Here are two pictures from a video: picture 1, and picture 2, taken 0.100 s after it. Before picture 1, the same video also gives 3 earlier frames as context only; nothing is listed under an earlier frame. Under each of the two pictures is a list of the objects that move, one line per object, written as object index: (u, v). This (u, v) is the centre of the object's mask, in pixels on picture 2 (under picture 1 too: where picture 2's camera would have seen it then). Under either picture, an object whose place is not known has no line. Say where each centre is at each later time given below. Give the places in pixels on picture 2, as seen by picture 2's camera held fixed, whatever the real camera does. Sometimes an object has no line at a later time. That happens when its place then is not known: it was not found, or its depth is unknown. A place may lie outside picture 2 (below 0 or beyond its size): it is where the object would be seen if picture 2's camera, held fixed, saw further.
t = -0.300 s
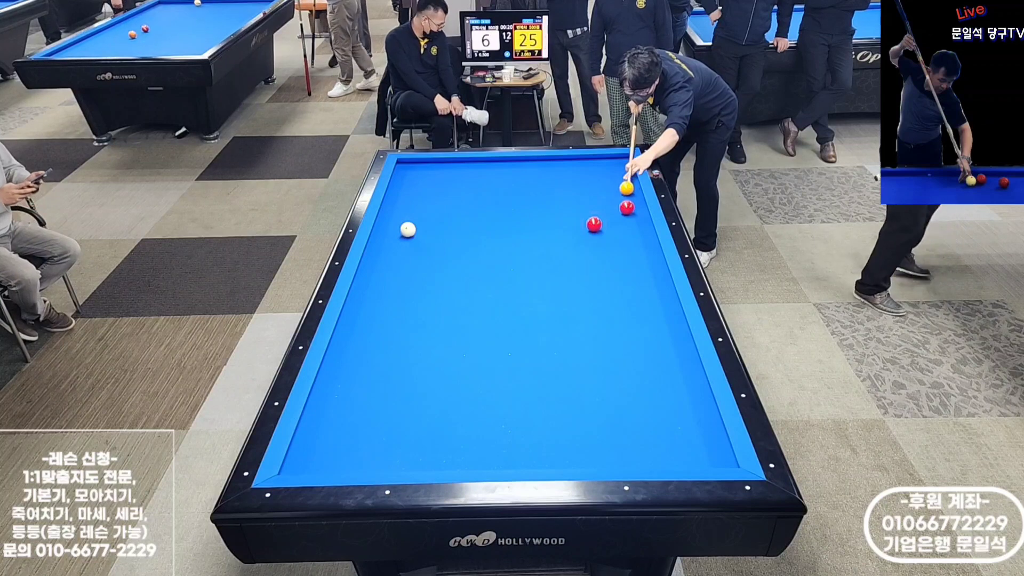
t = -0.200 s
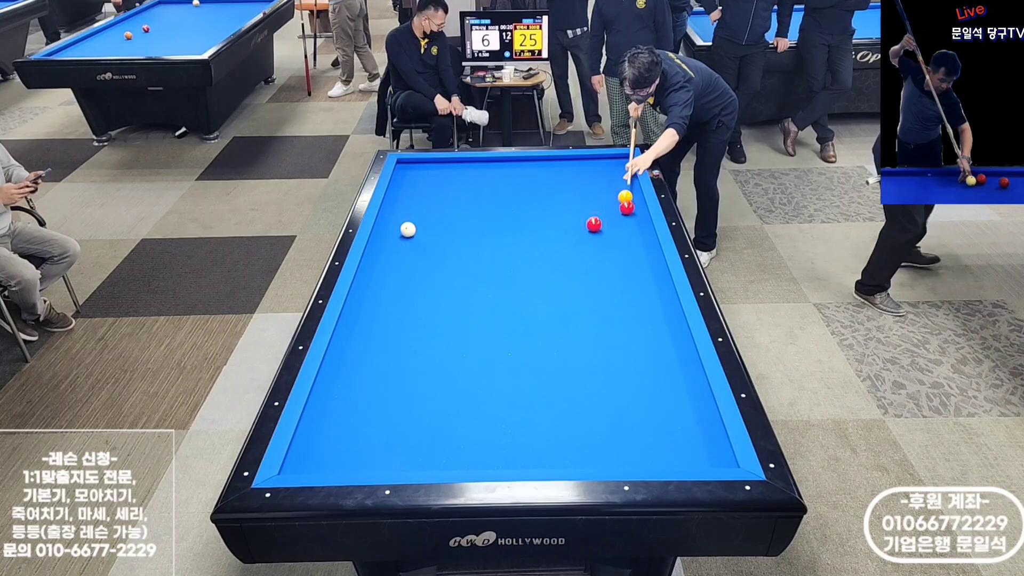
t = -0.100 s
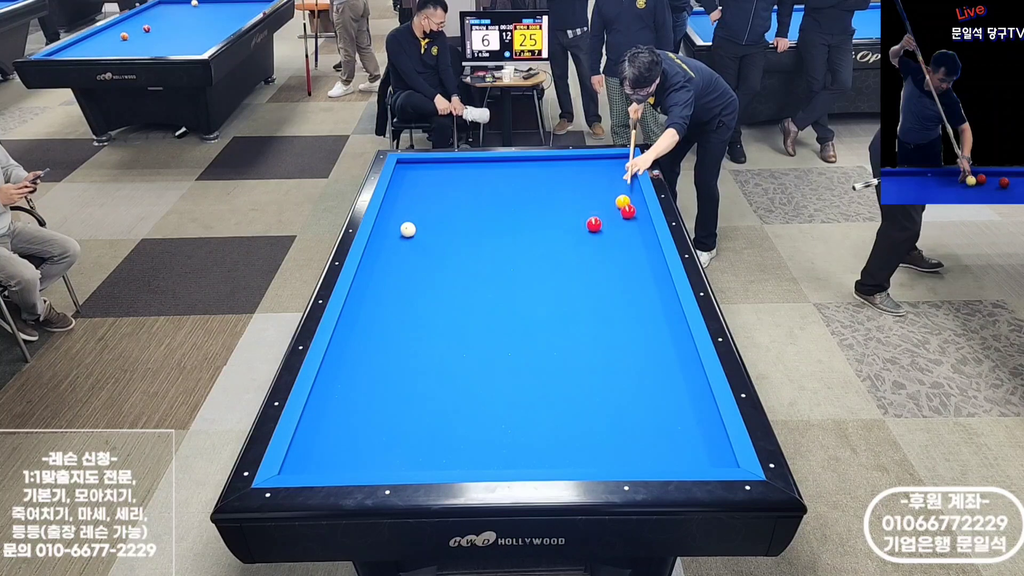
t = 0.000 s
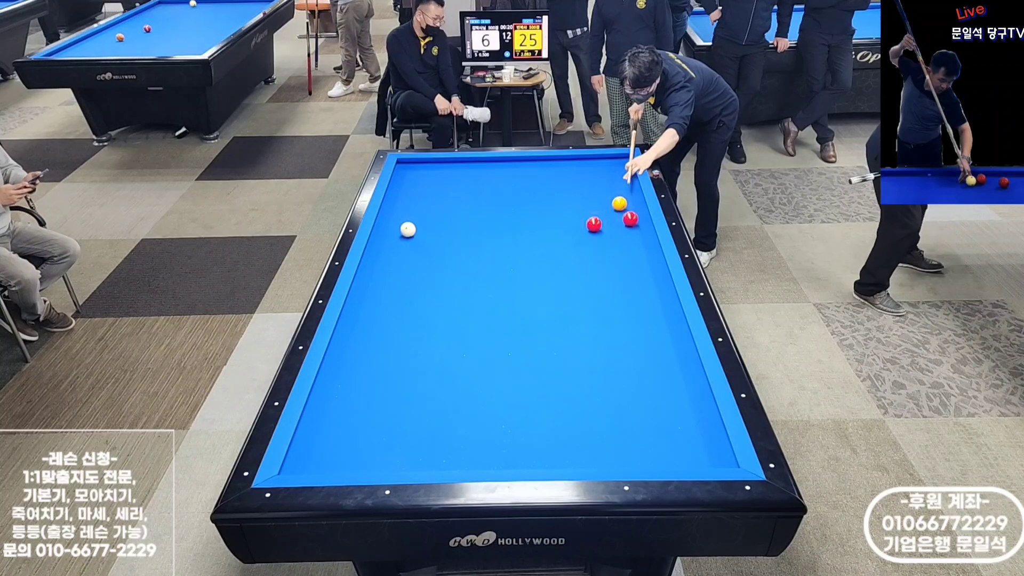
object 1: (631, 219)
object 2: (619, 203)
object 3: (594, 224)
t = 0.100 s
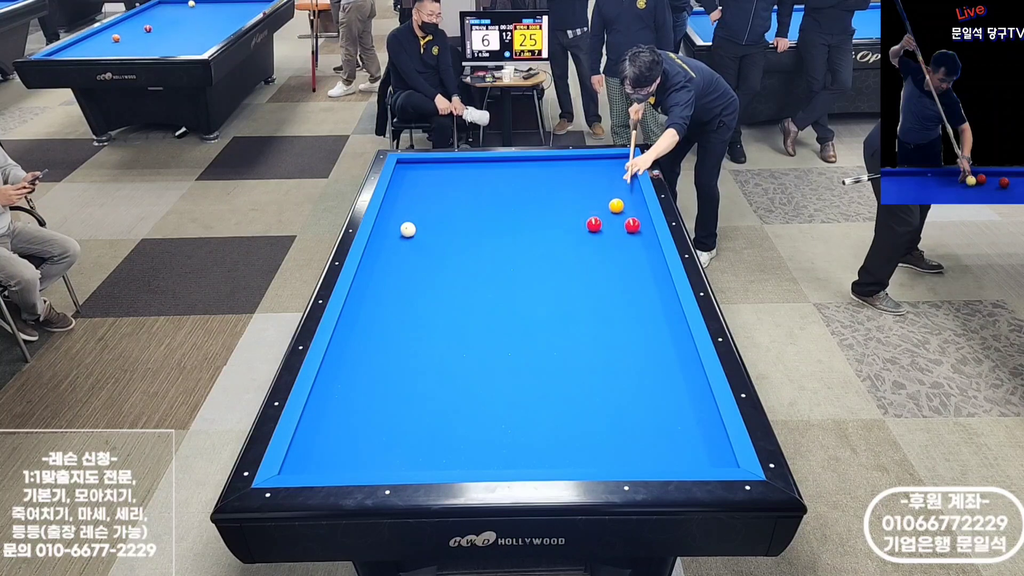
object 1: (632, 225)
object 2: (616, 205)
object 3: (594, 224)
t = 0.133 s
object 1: (633, 227)
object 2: (615, 206)
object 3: (594, 224)
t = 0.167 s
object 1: (634, 229)
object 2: (614, 207)
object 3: (594, 224)
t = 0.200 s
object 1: (634, 231)
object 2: (613, 208)
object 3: (594, 224)
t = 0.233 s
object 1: (635, 233)
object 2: (612, 209)
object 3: (594, 224)
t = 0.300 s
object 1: (636, 238)
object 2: (610, 210)
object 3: (594, 224)
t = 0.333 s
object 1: (637, 240)
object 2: (609, 211)
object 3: (594, 224)
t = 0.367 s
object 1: (638, 242)
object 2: (608, 212)
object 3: (594, 224)
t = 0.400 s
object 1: (638, 244)
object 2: (607, 212)
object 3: (594, 224)
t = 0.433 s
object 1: (639, 247)
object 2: (606, 213)
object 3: (594, 224)
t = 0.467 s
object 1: (639, 249)
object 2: (605, 214)
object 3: (594, 224)
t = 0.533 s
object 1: (641, 254)
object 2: (603, 215)
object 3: (594, 224)
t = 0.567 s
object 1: (642, 256)
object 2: (602, 215)
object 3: (594, 224)
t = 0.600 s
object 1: (642, 258)
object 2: (601, 216)
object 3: (594, 224)
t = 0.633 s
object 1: (643, 261)
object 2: (601, 216)
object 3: (594, 224)
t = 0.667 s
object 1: (644, 263)
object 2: (600, 217)
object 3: (593, 225)
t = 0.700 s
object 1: (645, 265)
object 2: (599, 217)
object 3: (593, 225)
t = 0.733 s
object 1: (645, 268)
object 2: (599, 217)
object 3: (592, 226)
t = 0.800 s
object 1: (647, 273)
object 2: (598, 218)
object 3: (591, 227)
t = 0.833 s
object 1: (648, 275)
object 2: (598, 218)
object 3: (590, 227)
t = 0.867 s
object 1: (648, 278)
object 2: (597, 218)
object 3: (590, 228)
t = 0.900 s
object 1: (649, 280)
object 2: (597, 219)
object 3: (589, 228)
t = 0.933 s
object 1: (650, 283)
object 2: (596, 219)
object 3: (589, 229)
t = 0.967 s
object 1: (651, 285)
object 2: (596, 219)
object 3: (588, 229)
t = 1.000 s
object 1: (652, 288)
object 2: (595, 219)
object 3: (588, 230)
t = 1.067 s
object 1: (653, 293)
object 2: (595, 220)
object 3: (587, 231)
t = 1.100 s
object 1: (654, 296)
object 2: (594, 220)
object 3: (586, 231)
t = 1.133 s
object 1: (655, 299)
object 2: (594, 220)
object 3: (586, 232)
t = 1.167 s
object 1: (656, 301)
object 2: (594, 220)
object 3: (585, 232)
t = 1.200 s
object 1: (657, 304)
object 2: (593, 221)
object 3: (585, 233)
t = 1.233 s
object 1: (658, 307)
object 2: (593, 221)
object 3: (584, 233)
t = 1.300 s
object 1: (660, 312)
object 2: (592, 221)
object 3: (583, 234)
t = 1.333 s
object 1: (661, 315)
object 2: (592, 221)
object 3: (582, 235)
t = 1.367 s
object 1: (661, 318)
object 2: (592, 221)
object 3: (582, 235)
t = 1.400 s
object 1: (663, 321)
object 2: (592, 221)
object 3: (581, 236)
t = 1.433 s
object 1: (664, 324)
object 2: (591, 222)
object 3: (581, 236)
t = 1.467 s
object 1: (665, 327)
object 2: (591, 222)
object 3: (580, 237)
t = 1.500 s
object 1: (665, 330)
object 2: (591, 222)
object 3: (580, 237)
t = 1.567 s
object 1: (667, 336)
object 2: (590, 222)
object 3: (579, 238)
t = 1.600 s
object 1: (668, 339)
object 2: (590, 222)
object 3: (578, 238)
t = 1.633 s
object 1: (670, 342)
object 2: (590, 222)
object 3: (578, 239)
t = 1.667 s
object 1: (670, 345)
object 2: (590, 222)
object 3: (578, 239)
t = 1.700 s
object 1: (672, 349)
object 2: (590, 222)
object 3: (577, 240)
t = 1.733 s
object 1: (673, 352)
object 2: (589, 222)
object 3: (577, 240)
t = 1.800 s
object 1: (675, 358)
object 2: (589, 223)
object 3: (576, 241)
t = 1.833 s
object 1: (676, 361)
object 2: (589, 223)
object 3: (575, 241)
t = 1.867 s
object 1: (677, 365)
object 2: (589, 223)
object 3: (575, 242)
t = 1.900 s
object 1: (678, 368)
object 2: (589, 223)
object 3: (574, 242)
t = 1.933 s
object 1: (679, 372)
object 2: (589, 223)
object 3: (574, 243)
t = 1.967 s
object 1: (680, 375)
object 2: (588, 223)
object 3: (573, 243)
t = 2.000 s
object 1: (681, 378)
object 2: (588, 223)
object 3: (573, 243)
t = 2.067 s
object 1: (684, 385)
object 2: (588, 223)
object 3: (572, 244)
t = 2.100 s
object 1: (685, 389)
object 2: (588, 223)
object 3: (572, 245)
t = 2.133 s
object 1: (686, 393)
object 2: (588, 223)
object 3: (571, 245)
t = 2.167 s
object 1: (687, 396)
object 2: (588, 223)
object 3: (571, 245)
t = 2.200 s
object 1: (688, 400)
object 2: (588, 223)
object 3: (570, 246)
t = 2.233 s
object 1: (689, 404)
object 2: (588, 223)
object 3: (570, 246)
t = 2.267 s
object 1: (691, 407)
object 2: (587, 223)
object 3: (570, 247)
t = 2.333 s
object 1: (693, 415)
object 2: (587, 223)
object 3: (569, 247)
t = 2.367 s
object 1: (694, 419)
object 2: (587, 223)
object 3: (568, 248)
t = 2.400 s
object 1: (696, 423)
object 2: (587, 223)
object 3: (568, 248)
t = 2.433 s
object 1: (697, 427)
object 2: (587, 224)
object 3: (568, 248)
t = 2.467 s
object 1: (698, 431)
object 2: (587, 223)
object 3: (567, 249)
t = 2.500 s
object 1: (699, 435)
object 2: (587, 223)
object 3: (567, 249)
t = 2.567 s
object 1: (702, 443)
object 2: (587, 224)
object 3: (566, 250)
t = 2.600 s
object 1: (703, 447)
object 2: (587, 223)
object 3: (566, 250)
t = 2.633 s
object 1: (704, 451)
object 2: (587, 224)
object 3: (565, 251)
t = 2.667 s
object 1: (706, 455)
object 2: (587, 224)
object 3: (565, 251)
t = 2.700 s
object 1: (707, 458)
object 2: (587, 223)
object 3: (564, 251)
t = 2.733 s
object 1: (708, 459)
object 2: (587, 223)
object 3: (564, 252)
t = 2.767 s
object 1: (707, 457)
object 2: (587, 223)
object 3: (564, 252)
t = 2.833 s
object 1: (705, 452)
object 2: (587, 223)
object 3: (563, 253)
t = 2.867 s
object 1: (704, 449)
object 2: (587, 223)
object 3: (563, 253)
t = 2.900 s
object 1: (703, 447)
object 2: (587, 223)
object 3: (562, 253)
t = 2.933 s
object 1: (703, 445)
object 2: (587, 223)
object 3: (562, 254)
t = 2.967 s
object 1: (702, 442)
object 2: (587, 223)
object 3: (562, 254)
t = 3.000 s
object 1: (701, 440)
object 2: (587, 223)
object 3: (561, 254)
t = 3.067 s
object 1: (700, 436)
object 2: (587, 224)
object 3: (560, 255)
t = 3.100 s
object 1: (699, 433)
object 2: (587, 224)
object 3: (560, 255)
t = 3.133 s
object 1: (698, 431)
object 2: (587, 223)
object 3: (560, 255)
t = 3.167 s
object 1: (698, 429)
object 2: (587, 223)
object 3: (559, 256)
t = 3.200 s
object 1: (697, 427)
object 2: (587, 224)
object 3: (559, 256)
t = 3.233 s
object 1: (696, 425)
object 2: (587, 223)
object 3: (559, 256)
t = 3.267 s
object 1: (696, 423)
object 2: (587, 223)
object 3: (558, 257)
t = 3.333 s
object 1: (694, 419)
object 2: (587, 223)
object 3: (558, 257)
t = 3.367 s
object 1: (694, 417)
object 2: (587, 223)
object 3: (557, 257)
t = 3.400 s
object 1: (693, 415)
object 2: (587, 223)
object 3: (557, 258)
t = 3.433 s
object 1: (692, 413)
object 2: (587, 223)
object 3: (557, 258)
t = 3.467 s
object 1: (692, 411)
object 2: (587, 223)
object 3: (556, 258)
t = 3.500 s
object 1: (691, 409)
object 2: (587, 223)
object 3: (556, 258)
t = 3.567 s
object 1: (690, 405)
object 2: (587, 223)
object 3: (556, 259)
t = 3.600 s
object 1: (689, 403)
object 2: (587, 223)
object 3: (555, 259)
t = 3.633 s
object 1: (689, 401)
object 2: (587, 223)
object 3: (555, 259)
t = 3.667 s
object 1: (688, 400)
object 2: (587, 223)
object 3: (555, 259)
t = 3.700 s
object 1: (688, 398)
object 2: (587, 223)
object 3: (555, 260)
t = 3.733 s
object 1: (687, 396)
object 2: (587, 224)
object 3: (554, 260)
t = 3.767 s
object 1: (686, 394)
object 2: (587, 223)
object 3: (554, 260)
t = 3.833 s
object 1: (685, 391)
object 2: (587, 223)
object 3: (554, 260)
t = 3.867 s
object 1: (685, 389)
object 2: (587, 223)
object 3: (553, 261)
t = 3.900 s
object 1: (684, 388)
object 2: (587, 223)
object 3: (553, 261)
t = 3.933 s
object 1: (684, 386)
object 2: (587, 223)
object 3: (553, 261)
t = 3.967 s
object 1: (683, 384)
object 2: (587, 224)
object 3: (553, 261)
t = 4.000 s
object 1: (683, 383)
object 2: (587, 224)
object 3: (553, 261)
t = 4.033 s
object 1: (682, 381)
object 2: (587, 223)
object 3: (552, 261)
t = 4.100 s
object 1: (681, 378)
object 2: (587, 223)
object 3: (552, 262)
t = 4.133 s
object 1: (681, 377)
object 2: (587, 223)
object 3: (552, 262)
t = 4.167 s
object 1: (680, 375)
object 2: (587, 223)
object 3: (552, 262)
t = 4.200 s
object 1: (679, 374)
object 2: (587, 223)
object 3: (551, 262)
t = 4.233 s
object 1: (679, 372)
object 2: (587, 223)
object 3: (551, 262)
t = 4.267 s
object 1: (678, 371)
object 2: (587, 223)
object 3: (551, 262)
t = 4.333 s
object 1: (678, 368)
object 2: (587, 223)
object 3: (551, 263)
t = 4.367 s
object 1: (677, 366)
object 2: (587, 223)
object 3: (551, 263)
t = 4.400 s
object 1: (676, 365)
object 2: (587, 223)
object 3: (551, 263)
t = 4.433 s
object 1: (676, 363)
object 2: (587, 224)
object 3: (550, 263)
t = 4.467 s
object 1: (676, 362)
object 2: (587, 223)
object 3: (550, 263)
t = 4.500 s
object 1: (675, 361)
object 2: (587, 223)
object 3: (550, 263)
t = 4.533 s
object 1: (675, 359)
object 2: (587, 223)
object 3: (550, 263)
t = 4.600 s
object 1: (674, 357)
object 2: (587, 224)
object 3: (550, 263)
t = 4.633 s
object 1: (674, 356)
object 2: (587, 224)
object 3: (550, 264)
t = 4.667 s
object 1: (673, 354)
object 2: (587, 224)
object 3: (550, 264)
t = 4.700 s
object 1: (673, 353)
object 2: (587, 224)
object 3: (549, 264)
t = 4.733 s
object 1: (673, 352)
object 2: (587, 224)
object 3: (549, 264)
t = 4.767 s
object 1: (672, 350)
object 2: (587, 224)
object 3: (549, 264)
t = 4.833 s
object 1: (671, 348)
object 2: (587, 224)
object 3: (549, 264)
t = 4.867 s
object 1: (671, 347)
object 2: (587, 224)
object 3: (549, 264)
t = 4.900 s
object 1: (671, 346)
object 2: (587, 224)
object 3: (549, 264)
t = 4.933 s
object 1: (670, 345)
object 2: (587, 224)
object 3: (549, 264)
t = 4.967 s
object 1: (670, 343)
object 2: (587, 224)
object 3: (548, 264)
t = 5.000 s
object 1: (670, 342)
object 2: (587, 224)
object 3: (548, 264)
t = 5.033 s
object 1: (669, 341)
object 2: (587, 224)
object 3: (548, 264)
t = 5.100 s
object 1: (669, 339)
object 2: (587, 224)
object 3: (548, 264)
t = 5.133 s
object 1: (668, 338)
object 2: (587, 224)
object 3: (548, 264)
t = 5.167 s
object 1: (668, 337)
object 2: (587, 224)
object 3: (548, 264)
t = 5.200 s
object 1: (668, 336)
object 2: (587, 224)
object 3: (548, 264)
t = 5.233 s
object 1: (667, 335)
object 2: (587, 224)
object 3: (548, 264)
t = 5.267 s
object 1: (667, 334)
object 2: (587, 224)
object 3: (548, 264)
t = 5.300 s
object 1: (667, 333)
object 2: (587, 224)
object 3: (548, 264)
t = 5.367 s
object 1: (666, 331)
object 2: (587, 224)
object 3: (548, 264)
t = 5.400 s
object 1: (666, 330)
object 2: (587, 224)
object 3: (548, 264)
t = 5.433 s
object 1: (665, 329)
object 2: (587, 224)
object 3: (548, 264)
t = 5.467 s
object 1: (665, 328)
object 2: (587, 224)
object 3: (548, 264)
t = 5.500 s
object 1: (665, 327)
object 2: (587, 224)
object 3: (548, 264)
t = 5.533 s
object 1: (664, 326)
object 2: (587, 224)
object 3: (548, 264)
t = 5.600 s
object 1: (663, 324)
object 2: (587, 224)
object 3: (548, 264)
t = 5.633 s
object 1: (663, 323)
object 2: (587, 224)
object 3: (548, 264)
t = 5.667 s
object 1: (663, 322)
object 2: (587, 224)
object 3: (548, 264)
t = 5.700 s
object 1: (663, 321)
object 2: (587, 224)
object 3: (548, 264)
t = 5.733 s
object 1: (662, 320)
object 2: (587, 224)
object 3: (548, 264)
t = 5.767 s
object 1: (662, 320)
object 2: (587, 224)
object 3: (548, 264)
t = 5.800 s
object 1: (661, 319)
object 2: (587, 224)
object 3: (548, 264)
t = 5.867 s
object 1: (661, 317)
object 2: (587, 224)
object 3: (548, 264)
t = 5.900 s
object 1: (661, 316)
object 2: (587, 224)
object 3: (548, 264)
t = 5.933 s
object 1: (660, 315)
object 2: (587, 224)
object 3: (548, 264)
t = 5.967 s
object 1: (660, 315)
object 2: (587, 224)
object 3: (548, 264)
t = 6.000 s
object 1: (660, 314)
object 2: (587, 224)
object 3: (548, 264)
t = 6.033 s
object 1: (659, 313)
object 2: (587, 224)
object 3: (548, 264)
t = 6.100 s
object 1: (659, 312)
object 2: (587, 224)
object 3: (548, 264)
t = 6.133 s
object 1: (658, 311)
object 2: (587, 224)
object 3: (548, 264)
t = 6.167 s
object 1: (658, 310)
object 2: (587, 224)
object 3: (548, 264)
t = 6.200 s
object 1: (658, 309)
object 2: (587, 224)
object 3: (548, 264)
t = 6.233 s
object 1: (657, 308)
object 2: (587, 224)
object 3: (548, 264)
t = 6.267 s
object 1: (657, 308)
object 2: (587, 224)
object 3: (548, 264)
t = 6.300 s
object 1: (657, 307)
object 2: (587, 224)
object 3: (548, 264)
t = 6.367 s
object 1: (656, 306)
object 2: (587, 224)
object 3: (548, 264)
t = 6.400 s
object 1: (656, 305)
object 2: (587, 224)
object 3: (548, 264)
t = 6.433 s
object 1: (656, 304)
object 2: (587, 224)
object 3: (548, 264)
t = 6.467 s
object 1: (656, 304)
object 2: (587, 224)
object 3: (548, 264)
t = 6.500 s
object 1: (655, 303)
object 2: (587, 224)
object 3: (548, 264)
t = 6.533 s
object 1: (655, 302)
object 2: (587, 224)
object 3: (548, 264)
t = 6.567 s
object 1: (655, 302)
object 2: (587, 224)
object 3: (548, 264)
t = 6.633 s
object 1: (654, 301)
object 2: (587, 224)
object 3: (548, 264)
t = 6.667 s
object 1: (654, 300)
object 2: (587, 224)
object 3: (548, 264)
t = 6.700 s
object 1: (654, 299)
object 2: (587, 224)
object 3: (548, 264)
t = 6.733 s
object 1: (654, 299)
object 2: (587, 224)
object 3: (548, 264)
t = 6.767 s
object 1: (653, 298)
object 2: (587, 224)
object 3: (548, 264)
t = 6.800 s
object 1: (653, 297)
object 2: (587, 224)
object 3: (548, 264)
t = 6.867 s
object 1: (653, 296)
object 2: (587, 224)
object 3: (548, 264)
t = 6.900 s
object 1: (653, 296)
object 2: (587, 224)
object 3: (548, 264)
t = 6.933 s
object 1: (652, 295)
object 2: (587, 224)
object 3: (548, 264)
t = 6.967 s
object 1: (652, 295)
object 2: (587, 224)
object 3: (548, 264)
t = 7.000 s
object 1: (652, 295)
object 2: (587, 224)
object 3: (548, 264)
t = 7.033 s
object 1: (652, 294)
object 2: (587, 224)
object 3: (548, 264)
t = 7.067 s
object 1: (652, 293)
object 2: (587, 224)
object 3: (548, 264)
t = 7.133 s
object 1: (651, 292)
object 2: (587, 224)
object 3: (548, 264)
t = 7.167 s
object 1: (651, 292)
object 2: (587, 224)
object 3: (548, 264)
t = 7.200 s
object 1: (651, 292)
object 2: (587, 224)
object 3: (548, 264)
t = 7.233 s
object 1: (650, 291)
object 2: (587, 224)
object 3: (548, 264)
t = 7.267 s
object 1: (650, 291)
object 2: (587, 224)
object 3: (548, 264)
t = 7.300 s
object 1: (650, 290)
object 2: (587, 224)
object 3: (548, 264)
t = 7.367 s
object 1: (650, 289)
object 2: (587, 224)
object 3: (548, 264)
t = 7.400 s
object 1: (650, 289)
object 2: (587, 224)
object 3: (548, 264)
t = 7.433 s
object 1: (649, 289)
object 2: (587, 224)
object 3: (548, 264)
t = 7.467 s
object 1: (649, 288)
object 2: (587, 224)
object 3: (548, 264)
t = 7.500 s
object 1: (649, 288)
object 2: (587, 224)
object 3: (548, 264)
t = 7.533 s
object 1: (649, 287)
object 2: (587, 224)
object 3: (548, 264)
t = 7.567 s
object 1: (649, 287)
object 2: (587, 224)
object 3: (548, 264)
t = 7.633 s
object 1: (648, 286)
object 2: (587, 224)
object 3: (548, 264)
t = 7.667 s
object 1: (648, 286)
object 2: (587, 224)
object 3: (548, 264)
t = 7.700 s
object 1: (648, 286)
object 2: (587, 224)
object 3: (548, 264)
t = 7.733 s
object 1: (648, 285)
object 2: (587, 224)
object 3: (548, 264)
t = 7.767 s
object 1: (647, 285)
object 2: (587, 224)
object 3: (548, 264)
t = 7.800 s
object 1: (647, 285)
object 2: (587, 224)
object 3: (548, 264)
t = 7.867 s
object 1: (647, 284)
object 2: (587, 224)
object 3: (548, 264)
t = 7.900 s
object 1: (647, 284)
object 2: (587, 224)
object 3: (548, 264)
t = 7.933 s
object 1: (647, 283)
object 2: (587, 224)
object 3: (548, 264)
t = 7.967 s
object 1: (647, 283)
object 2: (587, 224)
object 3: (548, 264)
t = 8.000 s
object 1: (646, 283)
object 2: (587, 224)
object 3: (548, 264)
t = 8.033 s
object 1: (646, 283)
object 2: (587, 224)
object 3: (548, 264)
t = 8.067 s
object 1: (646, 282)
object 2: (587, 224)
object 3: (548, 264)
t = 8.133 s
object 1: (646, 282)
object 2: (587, 224)
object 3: (548, 264)
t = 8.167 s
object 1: (646, 281)
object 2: (587, 224)
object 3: (548, 264)
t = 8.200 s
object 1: (645, 281)
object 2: (587, 224)
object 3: (548, 264)
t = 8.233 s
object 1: (645, 281)
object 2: (587, 224)
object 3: (548, 264)
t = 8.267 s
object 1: (645, 281)
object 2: (587, 224)
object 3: (548, 264)
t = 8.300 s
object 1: (645, 280)
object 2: (587, 224)
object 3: (548, 264)
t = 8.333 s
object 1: (645, 280)
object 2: (587, 224)
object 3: (548, 264)
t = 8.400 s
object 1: (644, 280)
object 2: (587, 224)
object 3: (548, 264)
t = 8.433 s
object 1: (644, 280)
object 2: (587, 224)
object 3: (548, 264)
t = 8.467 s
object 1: (644, 279)
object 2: (587, 224)
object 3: (548, 264)
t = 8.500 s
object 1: (644, 279)
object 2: (587, 224)
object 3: (548, 264)
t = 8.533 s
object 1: (644, 279)
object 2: (587, 224)
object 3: (548, 264)
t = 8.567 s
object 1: (644, 279)
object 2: (587, 224)
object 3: (548, 264)
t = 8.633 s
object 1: (644, 279)
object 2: (587, 224)
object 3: (548, 264)
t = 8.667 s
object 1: (644, 279)
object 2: (587, 224)
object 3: (548, 264)
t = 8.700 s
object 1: (643, 278)
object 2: (587, 224)
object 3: (548, 264)
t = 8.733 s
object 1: (643, 278)
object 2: (587, 224)
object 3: (548, 264)
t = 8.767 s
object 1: (643, 278)
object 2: (587, 224)
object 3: (548, 264)
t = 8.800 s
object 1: (643, 278)
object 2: (587, 224)
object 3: (548, 264)
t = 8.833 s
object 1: (643, 278)
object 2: (587, 224)
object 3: (548, 264)
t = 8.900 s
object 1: (643, 278)
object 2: (587, 224)
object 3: (548, 264)
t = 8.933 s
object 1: (643, 278)
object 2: (587, 224)
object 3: (548, 264)
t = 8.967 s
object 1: (643, 278)
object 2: (587, 224)
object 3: (548, 264)
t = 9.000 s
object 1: (643, 277)
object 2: (587, 224)
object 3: (548, 264)
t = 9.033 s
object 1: (642, 277)
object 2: (587, 224)
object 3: (548, 264)
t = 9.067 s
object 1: (642, 277)
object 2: (587, 224)
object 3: (548, 264)
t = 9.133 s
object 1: (642, 277)
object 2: (587, 224)
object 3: (548, 264)
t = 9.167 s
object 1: (642, 277)
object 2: (587, 224)
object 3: (548, 264)
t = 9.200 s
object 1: (642, 277)
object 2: (587, 224)
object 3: (548, 264)
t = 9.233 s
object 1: (642, 277)
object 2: (587, 224)
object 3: (548, 264)
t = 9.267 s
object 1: (642, 277)
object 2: (587, 224)
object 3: (548, 264)
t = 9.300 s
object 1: (642, 277)
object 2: (587, 224)
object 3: (548, 264)
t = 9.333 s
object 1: (642, 277)
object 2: (587, 224)
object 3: (548, 264)
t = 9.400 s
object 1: (642, 277)
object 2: (587, 224)
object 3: (548, 264)
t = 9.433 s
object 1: (642, 277)
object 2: (587, 224)
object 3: (548, 264)
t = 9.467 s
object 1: (642, 277)
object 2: (587, 224)
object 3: (548, 264)
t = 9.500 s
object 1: (642, 277)
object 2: (587, 224)
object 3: (548, 264)
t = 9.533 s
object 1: (642, 277)
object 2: (587, 224)
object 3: (548, 264)
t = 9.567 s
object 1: (642, 277)
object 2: (587, 224)
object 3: (548, 264)
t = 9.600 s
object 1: (642, 277)
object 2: (587, 224)
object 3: (548, 264)
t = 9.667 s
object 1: (642, 277)
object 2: (587, 224)
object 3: (548, 264)
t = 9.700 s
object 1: (642, 277)
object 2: (587, 224)
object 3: (548, 264)
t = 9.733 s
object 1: (642, 277)
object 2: (587, 224)
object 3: (548, 264)
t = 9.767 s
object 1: (642, 277)
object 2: (587, 224)
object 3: (548, 264)
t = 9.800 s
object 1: (642, 277)
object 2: (587, 224)
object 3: (548, 264)
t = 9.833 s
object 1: (642, 277)
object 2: (587, 224)
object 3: (548, 264)
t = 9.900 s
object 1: (642, 277)
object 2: (587, 224)
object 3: (548, 265)
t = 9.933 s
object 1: (642, 277)
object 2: (587, 224)
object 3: (548, 264)
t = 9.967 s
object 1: (642, 277)
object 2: (587, 224)
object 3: (548, 264)
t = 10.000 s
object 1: (642, 277)
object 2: (587, 224)
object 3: (548, 264)
